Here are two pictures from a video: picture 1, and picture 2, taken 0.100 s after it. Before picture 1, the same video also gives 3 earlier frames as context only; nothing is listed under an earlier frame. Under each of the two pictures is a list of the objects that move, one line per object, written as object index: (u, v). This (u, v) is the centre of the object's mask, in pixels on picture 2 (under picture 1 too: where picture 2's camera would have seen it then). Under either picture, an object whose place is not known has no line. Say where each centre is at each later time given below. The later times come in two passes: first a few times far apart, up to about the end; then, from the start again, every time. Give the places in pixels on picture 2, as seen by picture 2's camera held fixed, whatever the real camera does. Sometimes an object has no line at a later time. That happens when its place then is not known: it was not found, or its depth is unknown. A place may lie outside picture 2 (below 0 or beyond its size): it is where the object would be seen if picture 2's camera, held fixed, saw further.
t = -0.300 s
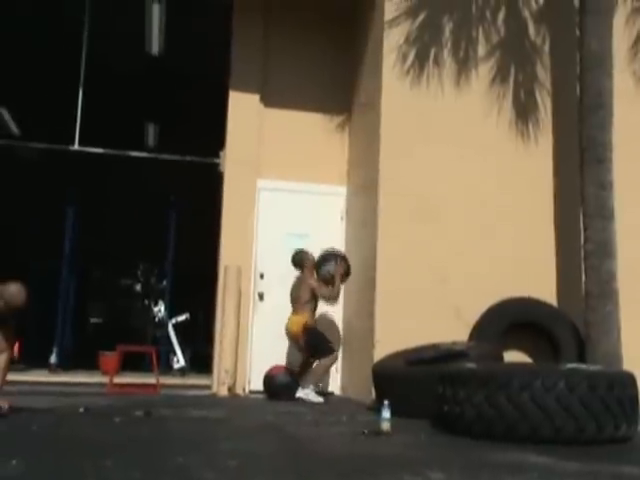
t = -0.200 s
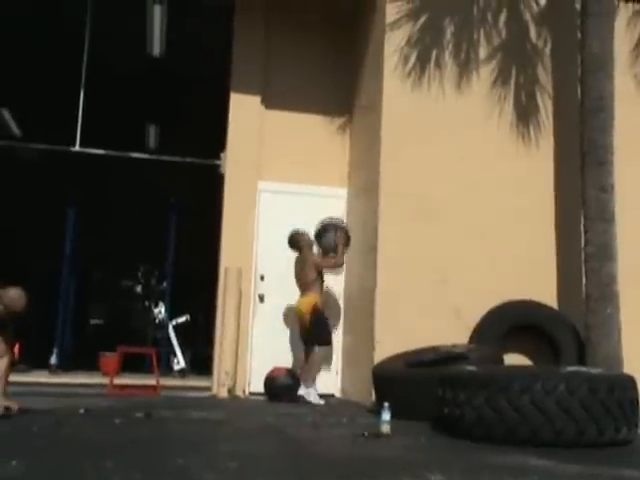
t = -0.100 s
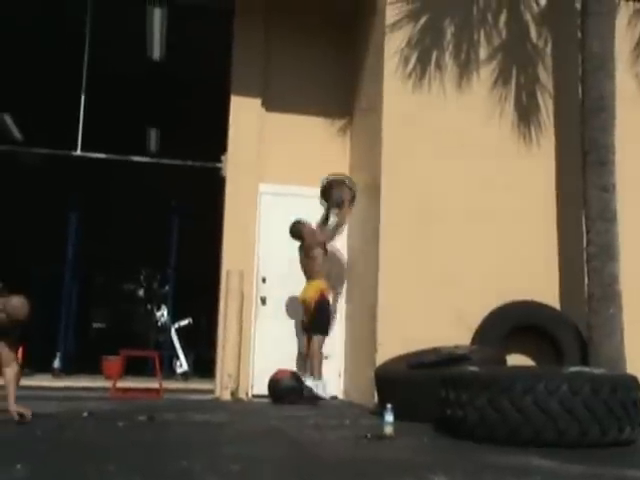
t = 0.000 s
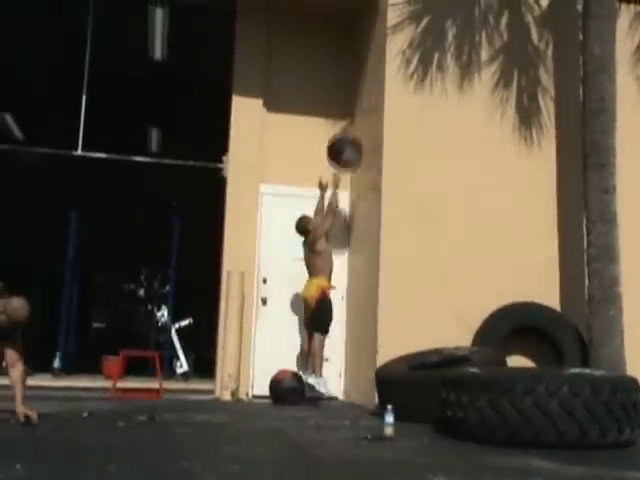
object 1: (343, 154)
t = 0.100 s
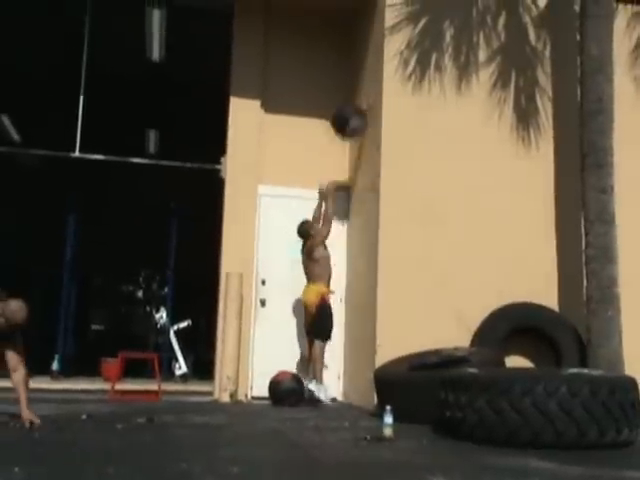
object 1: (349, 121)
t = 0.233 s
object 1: (351, 96)
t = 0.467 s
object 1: (343, 97)
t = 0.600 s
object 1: (338, 121)
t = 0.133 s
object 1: (351, 112)
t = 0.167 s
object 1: (351, 105)
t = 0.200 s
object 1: (351, 98)
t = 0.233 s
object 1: (351, 96)
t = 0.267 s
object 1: (349, 93)
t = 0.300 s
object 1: (349, 91)
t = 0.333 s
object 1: (349, 90)
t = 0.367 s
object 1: (348, 91)
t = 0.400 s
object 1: (347, 92)
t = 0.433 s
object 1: (345, 94)
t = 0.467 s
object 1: (343, 97)
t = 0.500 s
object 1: (341, 102)
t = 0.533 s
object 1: (340, 107)
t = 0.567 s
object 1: (339, 114)
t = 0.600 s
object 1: (338, 121)
